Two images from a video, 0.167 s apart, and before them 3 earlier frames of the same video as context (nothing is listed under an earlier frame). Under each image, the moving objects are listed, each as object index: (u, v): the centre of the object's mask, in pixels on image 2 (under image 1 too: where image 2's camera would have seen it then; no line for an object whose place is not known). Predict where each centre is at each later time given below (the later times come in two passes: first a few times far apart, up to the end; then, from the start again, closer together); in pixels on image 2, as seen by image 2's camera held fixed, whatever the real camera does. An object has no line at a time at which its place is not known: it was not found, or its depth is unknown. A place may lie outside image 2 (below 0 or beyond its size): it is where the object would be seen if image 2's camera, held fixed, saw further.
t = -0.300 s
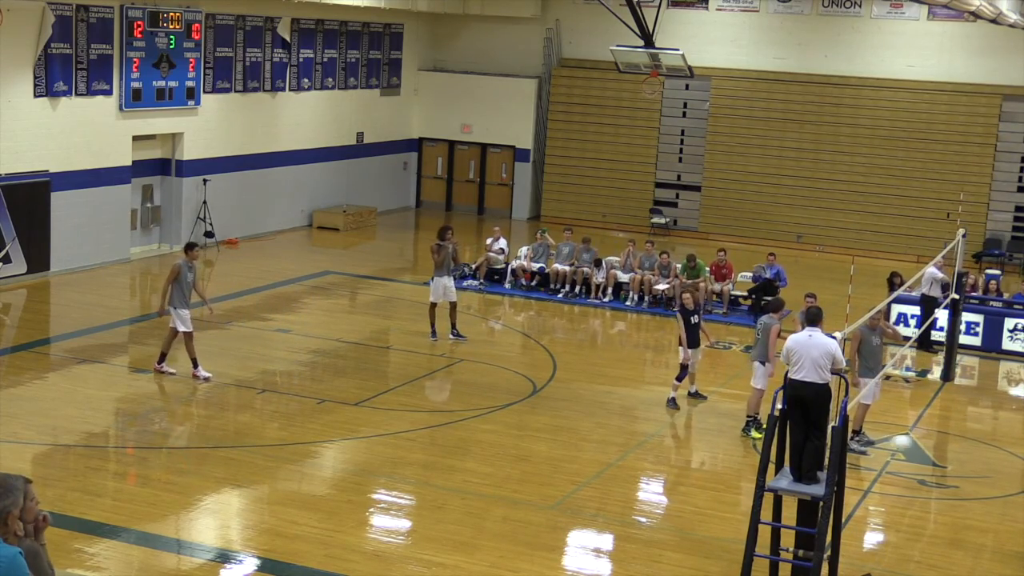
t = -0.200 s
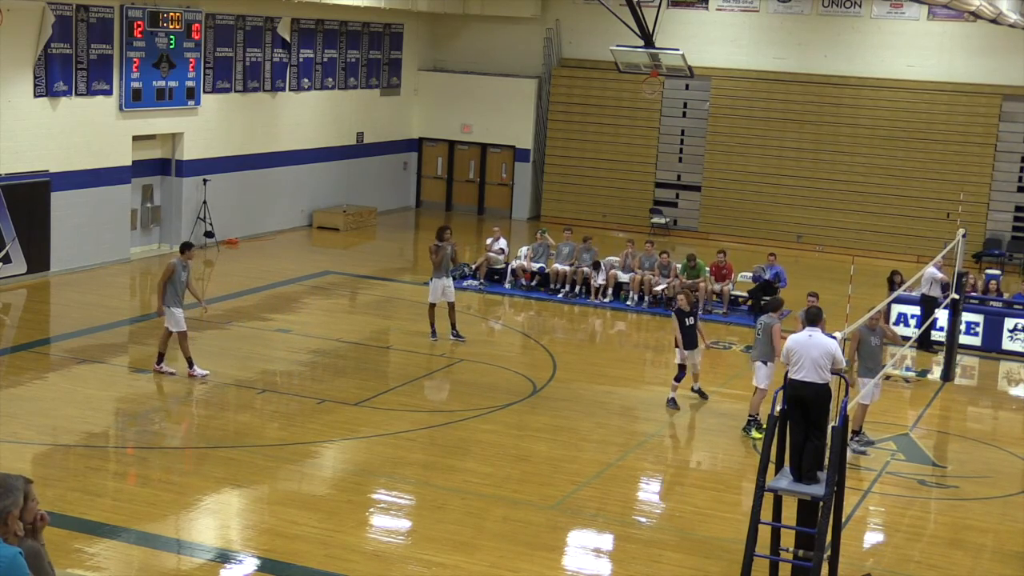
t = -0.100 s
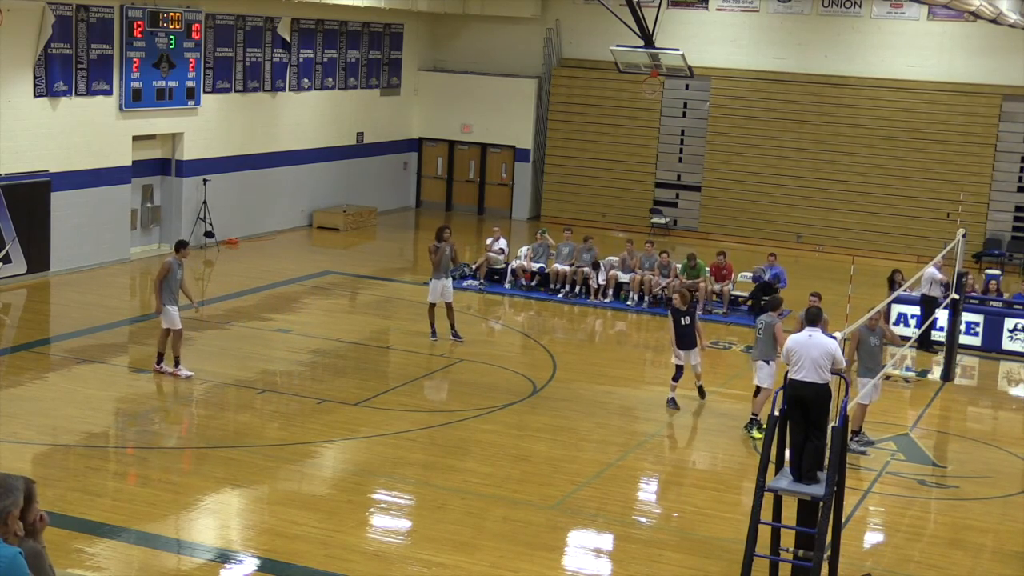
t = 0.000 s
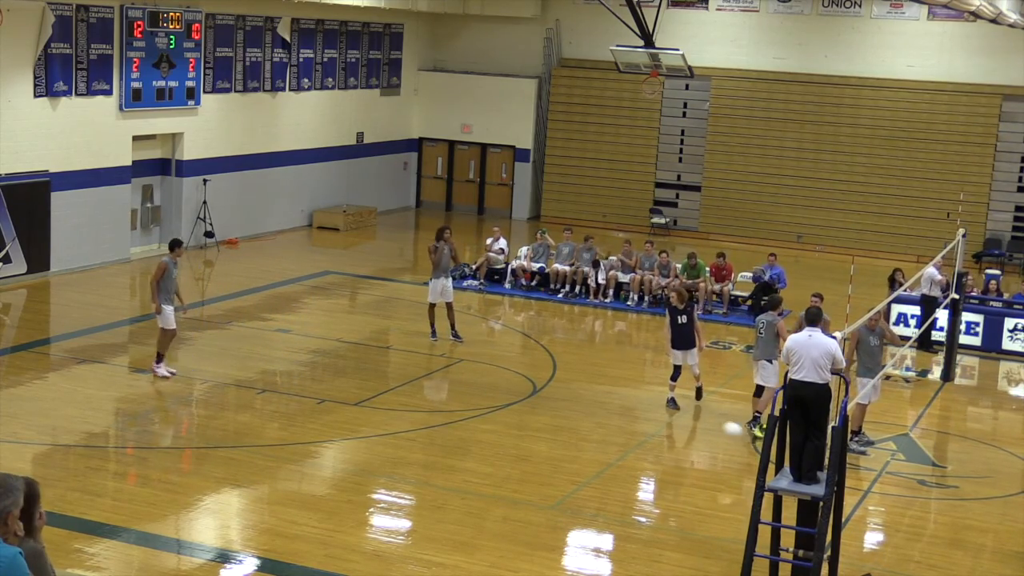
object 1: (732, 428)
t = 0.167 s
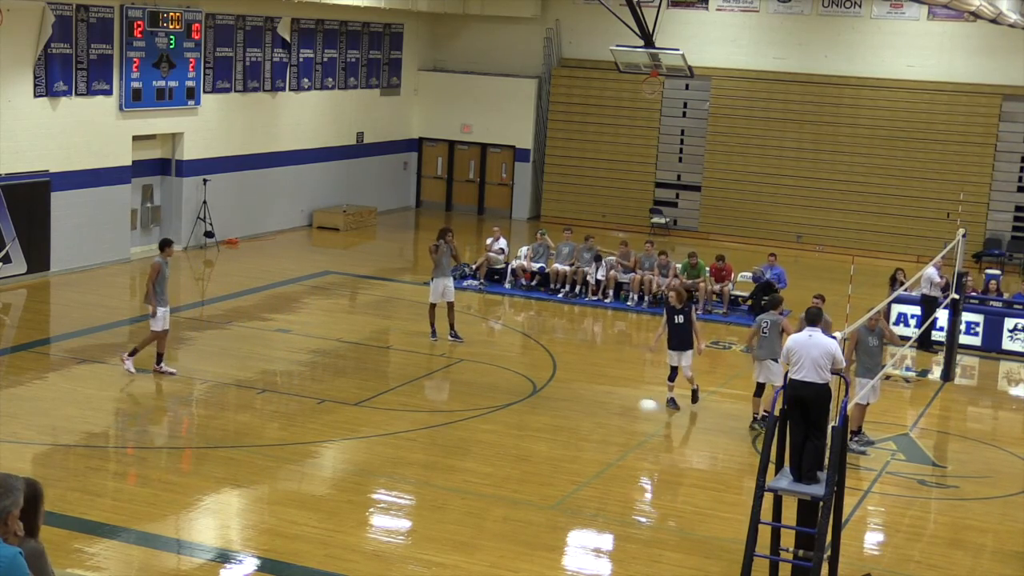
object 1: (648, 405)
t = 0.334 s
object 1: (566, 406)
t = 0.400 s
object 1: (536, 412)
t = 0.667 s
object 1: (422, 387)
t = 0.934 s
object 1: (316, 387)
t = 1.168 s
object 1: (232, 367)
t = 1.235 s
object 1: (209, 365)
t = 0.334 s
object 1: (566, 406)
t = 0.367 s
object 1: (552, 408)
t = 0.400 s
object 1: (536, 412)
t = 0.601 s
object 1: (449, 395)
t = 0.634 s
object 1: (434, 391)
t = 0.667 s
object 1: (422, 387)
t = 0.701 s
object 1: (408, 384)
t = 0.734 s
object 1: (395, 382)
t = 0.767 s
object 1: (382, 381)
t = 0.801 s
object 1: (368, 381)
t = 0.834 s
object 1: (355, 381)
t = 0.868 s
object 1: (342, 383)
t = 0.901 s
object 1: (329, 385)
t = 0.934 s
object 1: (316, 387)
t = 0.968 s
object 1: (304, 392)
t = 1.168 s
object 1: (232, 367)
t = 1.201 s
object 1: (221, 365)
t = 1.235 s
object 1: (209, 365)
